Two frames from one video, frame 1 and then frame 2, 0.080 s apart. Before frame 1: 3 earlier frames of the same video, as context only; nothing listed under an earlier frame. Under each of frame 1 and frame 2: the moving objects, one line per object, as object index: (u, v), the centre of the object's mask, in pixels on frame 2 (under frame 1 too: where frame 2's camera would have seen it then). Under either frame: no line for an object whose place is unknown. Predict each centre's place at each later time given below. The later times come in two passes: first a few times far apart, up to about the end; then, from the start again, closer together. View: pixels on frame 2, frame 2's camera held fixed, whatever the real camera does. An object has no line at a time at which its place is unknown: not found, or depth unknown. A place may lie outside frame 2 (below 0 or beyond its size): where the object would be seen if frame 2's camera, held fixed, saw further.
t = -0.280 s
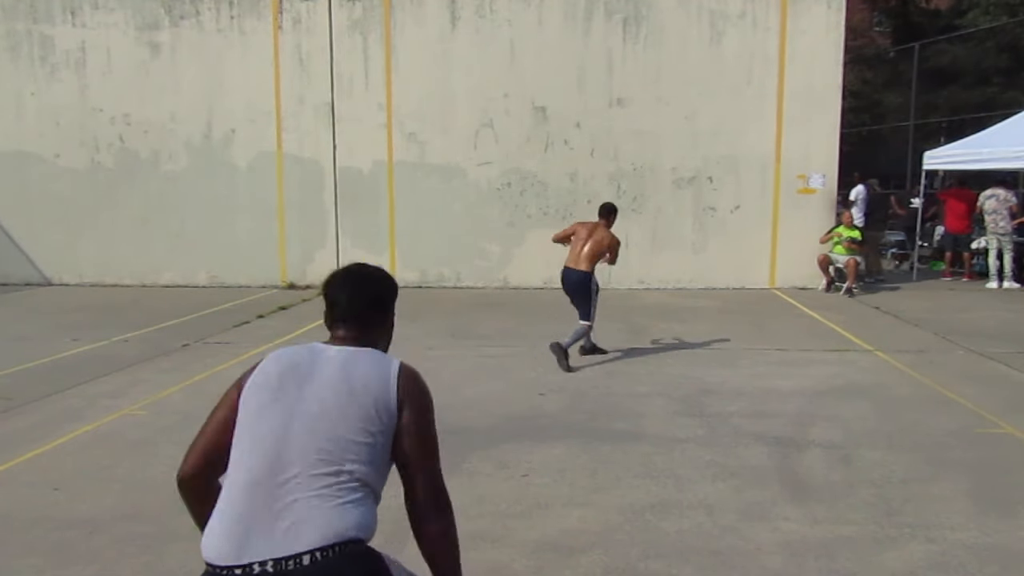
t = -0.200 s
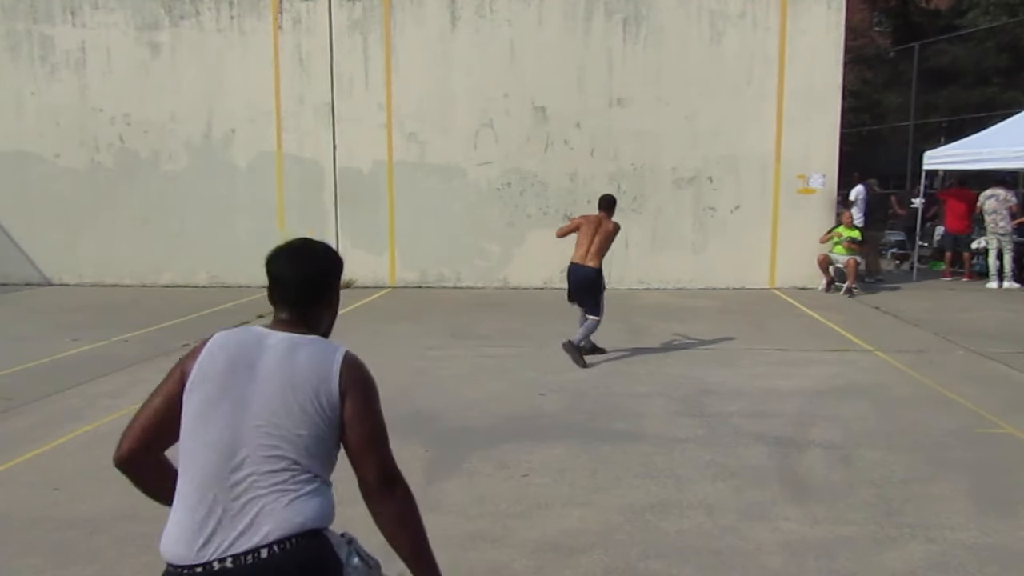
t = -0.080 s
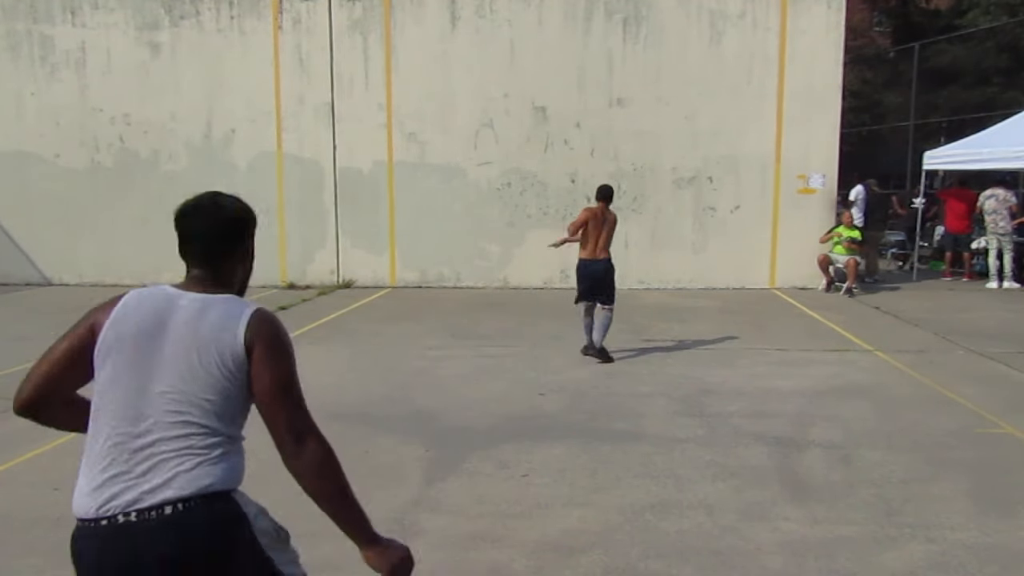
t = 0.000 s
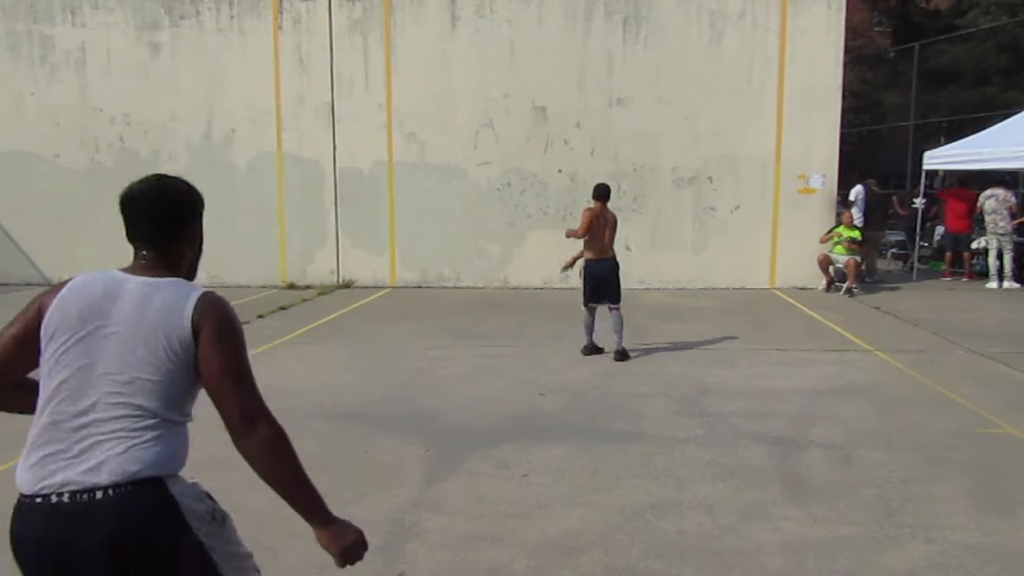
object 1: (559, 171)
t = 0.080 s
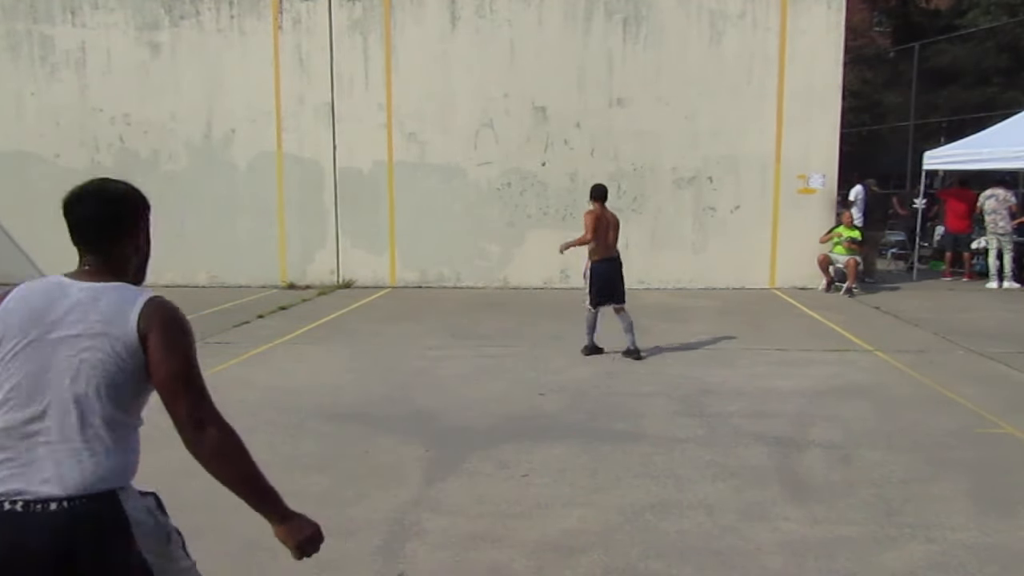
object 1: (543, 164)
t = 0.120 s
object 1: (534, 162)
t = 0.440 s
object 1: (420, 196)
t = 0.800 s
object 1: (72, 540)
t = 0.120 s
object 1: (534, 162)
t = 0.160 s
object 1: (524, 161)
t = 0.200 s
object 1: (514, 160)
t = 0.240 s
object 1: (501, 162)
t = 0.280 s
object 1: (488, 164)
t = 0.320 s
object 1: (474, 169)
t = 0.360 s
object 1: (458, 176)
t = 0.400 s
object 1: (440, 185)
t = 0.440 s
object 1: (420, 196)
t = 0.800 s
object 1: (72, 540)
